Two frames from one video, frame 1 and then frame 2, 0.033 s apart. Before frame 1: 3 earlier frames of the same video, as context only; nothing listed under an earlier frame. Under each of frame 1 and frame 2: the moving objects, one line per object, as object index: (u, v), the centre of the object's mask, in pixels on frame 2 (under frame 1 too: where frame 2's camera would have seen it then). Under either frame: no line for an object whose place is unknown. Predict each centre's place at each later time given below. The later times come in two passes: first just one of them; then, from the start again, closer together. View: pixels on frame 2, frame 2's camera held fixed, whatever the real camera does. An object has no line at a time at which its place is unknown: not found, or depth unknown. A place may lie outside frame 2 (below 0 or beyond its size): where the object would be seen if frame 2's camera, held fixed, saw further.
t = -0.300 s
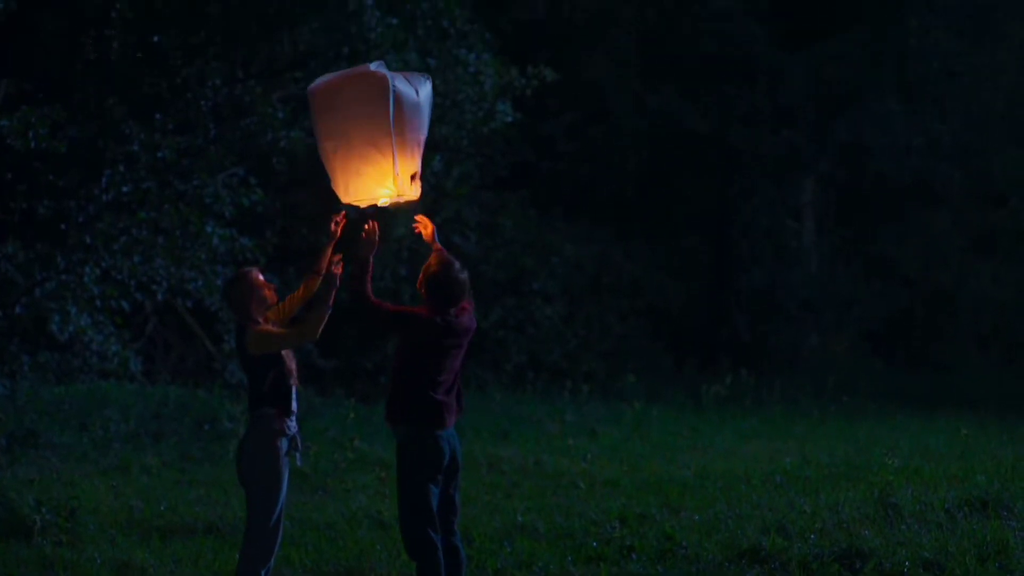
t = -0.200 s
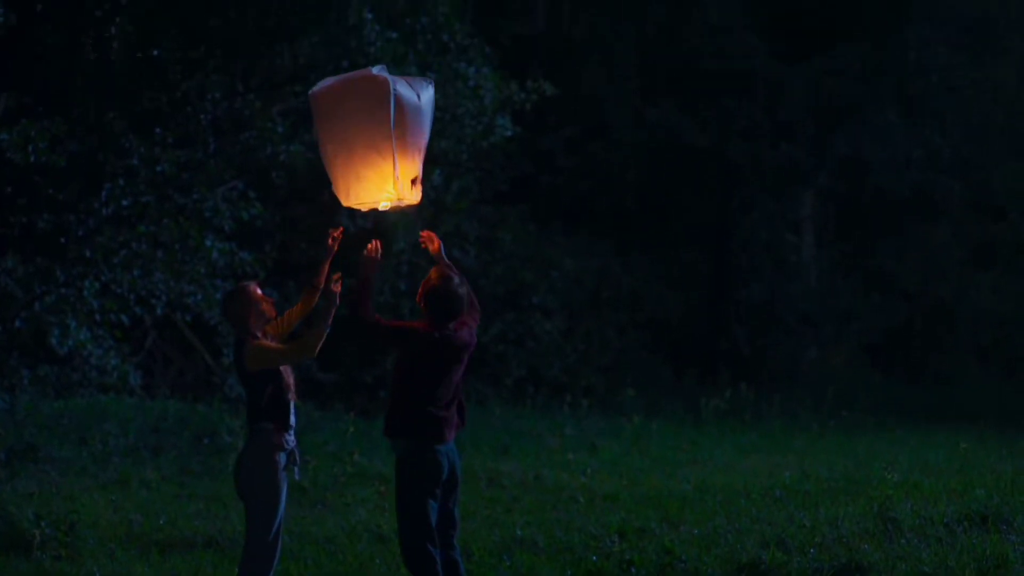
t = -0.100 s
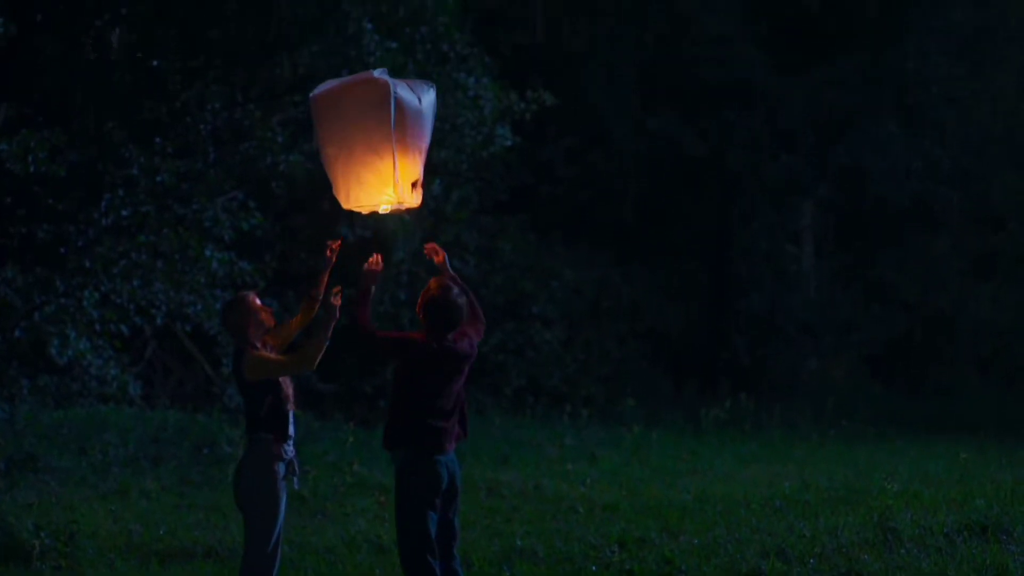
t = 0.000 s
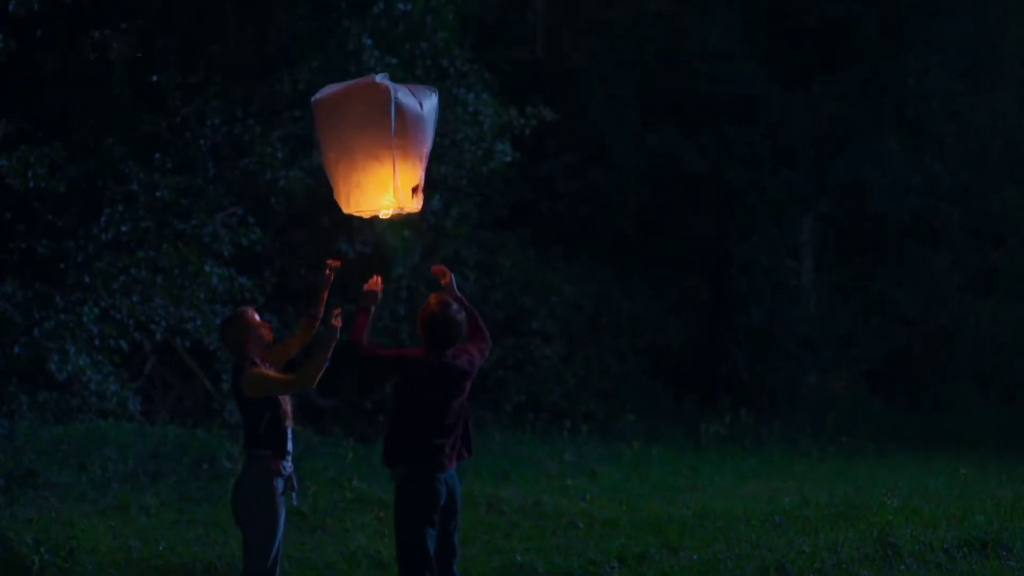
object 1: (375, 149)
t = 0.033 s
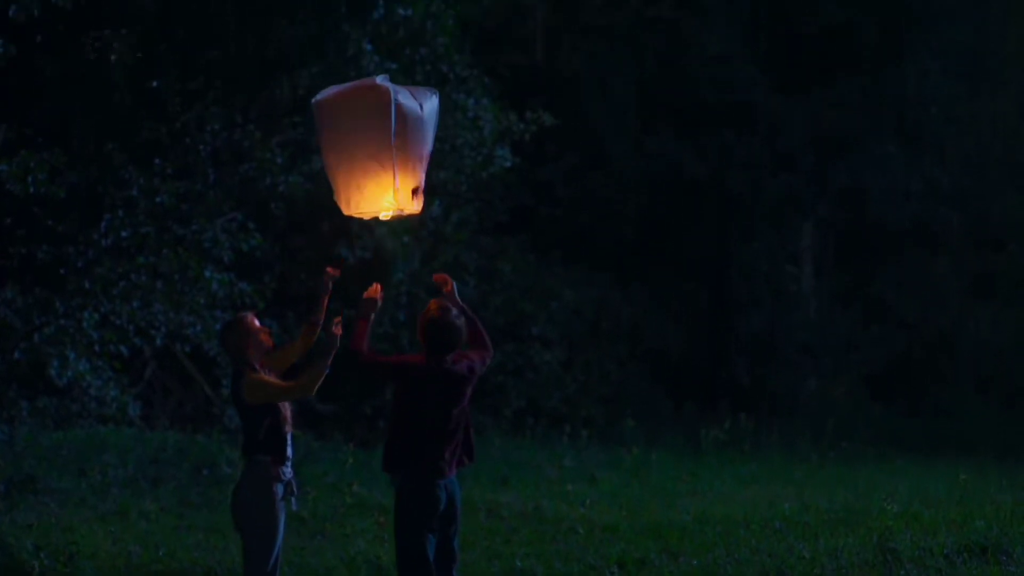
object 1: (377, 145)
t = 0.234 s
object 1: (384, 121)
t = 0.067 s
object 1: (377, 140)
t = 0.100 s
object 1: (379, 137)
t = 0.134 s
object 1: (380, 133)
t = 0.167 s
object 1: (381, 129)
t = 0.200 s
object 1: (383, 126)
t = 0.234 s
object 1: (384, 121)
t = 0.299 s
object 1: (384, 115)
